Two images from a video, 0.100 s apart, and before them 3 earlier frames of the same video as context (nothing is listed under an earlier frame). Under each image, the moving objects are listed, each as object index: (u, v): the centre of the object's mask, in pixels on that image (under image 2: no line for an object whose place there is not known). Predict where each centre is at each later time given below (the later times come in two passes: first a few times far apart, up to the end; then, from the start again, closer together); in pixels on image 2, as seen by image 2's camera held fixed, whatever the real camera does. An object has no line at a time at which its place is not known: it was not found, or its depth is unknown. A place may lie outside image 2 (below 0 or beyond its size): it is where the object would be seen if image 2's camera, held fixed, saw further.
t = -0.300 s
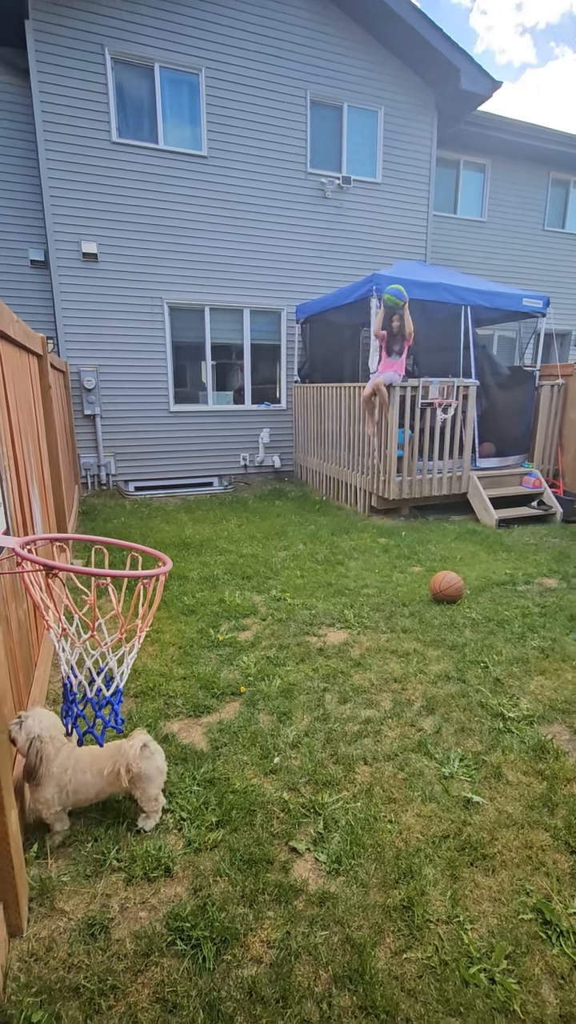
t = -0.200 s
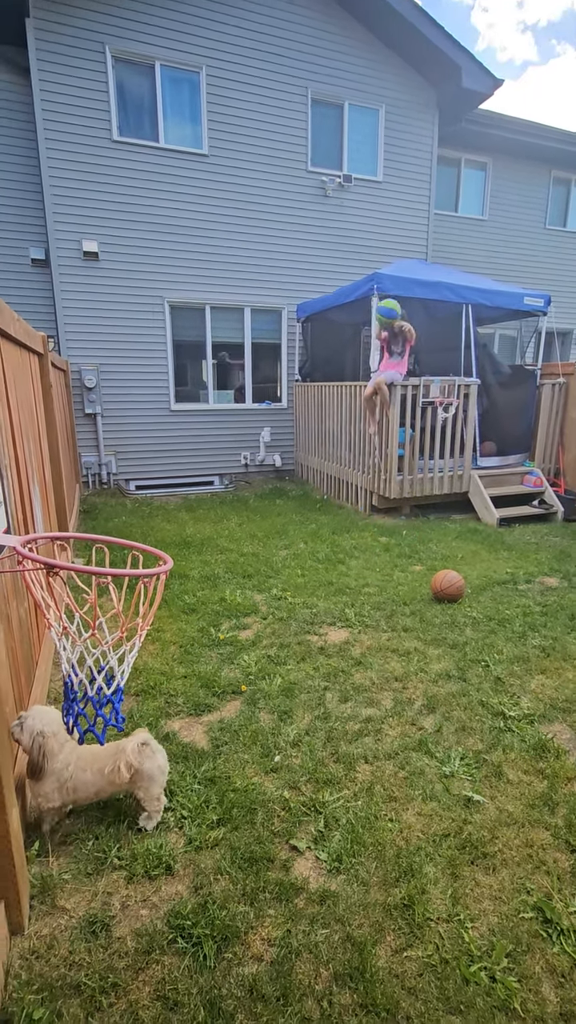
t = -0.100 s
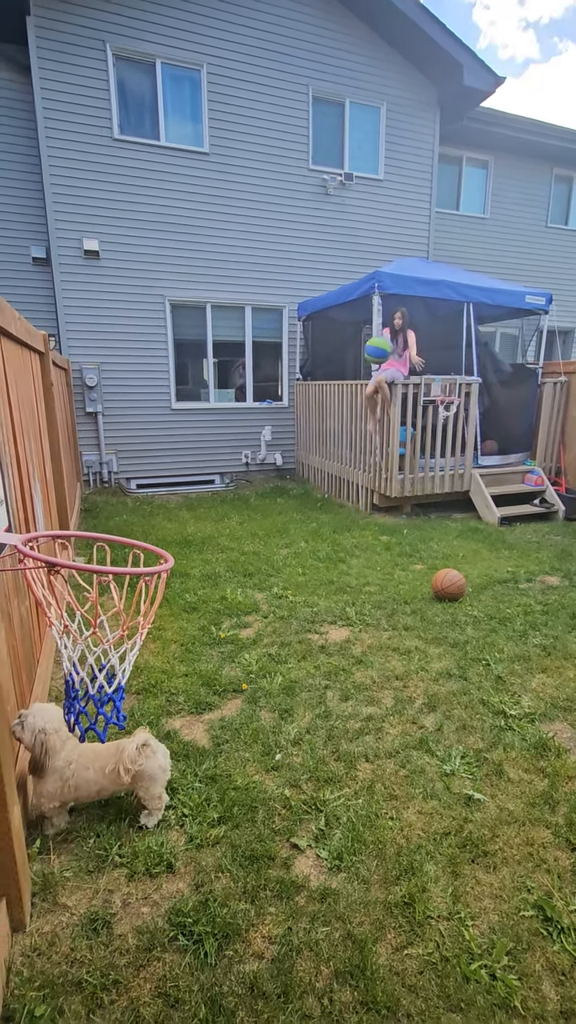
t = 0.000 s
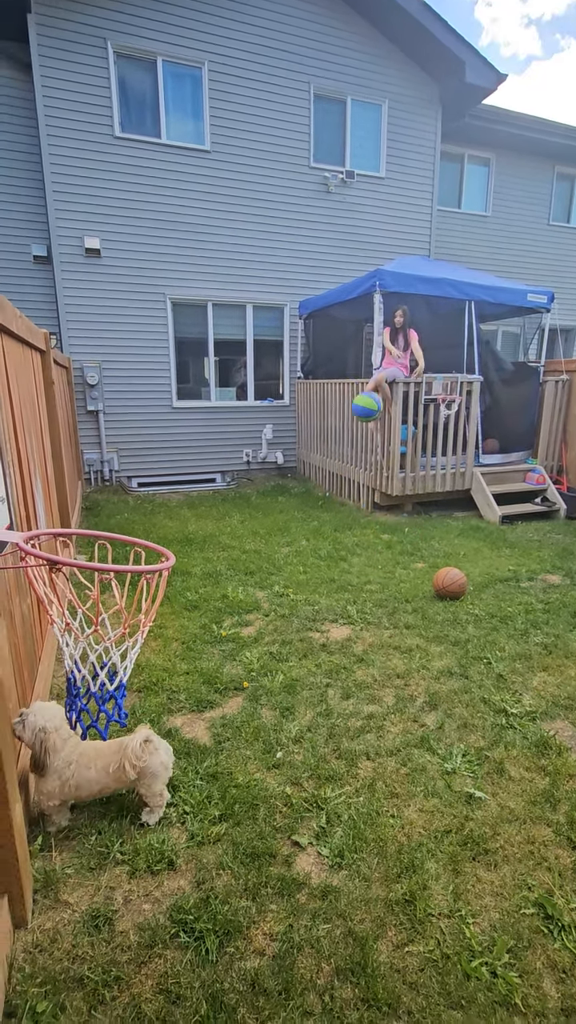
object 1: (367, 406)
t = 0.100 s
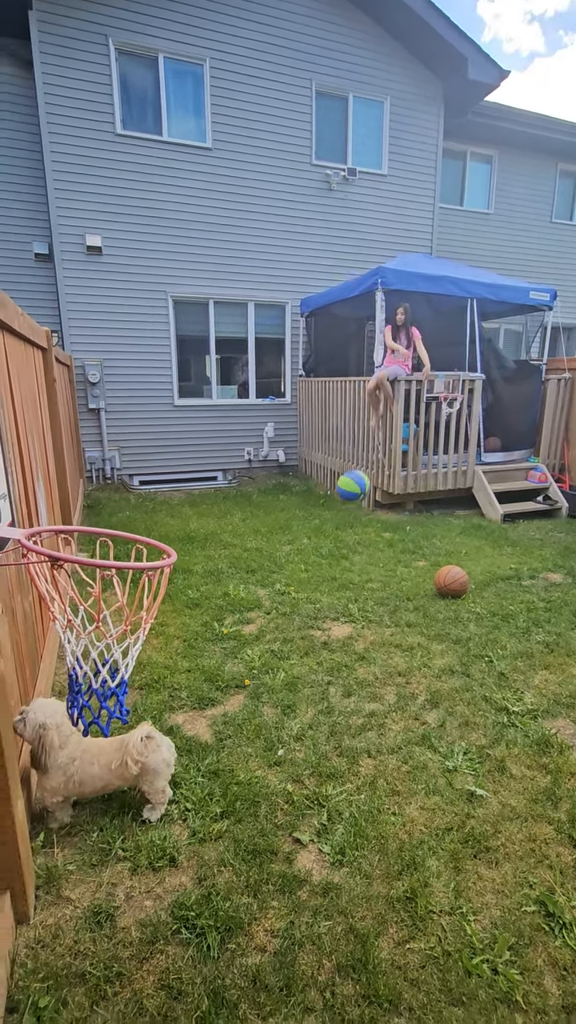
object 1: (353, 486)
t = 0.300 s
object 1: (332, 541)
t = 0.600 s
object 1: (317, 384)
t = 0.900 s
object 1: (287, 372)
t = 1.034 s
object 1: (267, 468)
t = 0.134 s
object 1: (347, 520)
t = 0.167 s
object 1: (341, 557)
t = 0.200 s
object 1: (334, 598)
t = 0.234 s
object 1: (334, 583)
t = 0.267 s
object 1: (333, 563)
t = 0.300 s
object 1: (332, 541)
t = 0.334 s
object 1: (331, 521)
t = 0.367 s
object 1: (329, 501)
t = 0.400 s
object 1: (328, 482)
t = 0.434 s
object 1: (326, 463)
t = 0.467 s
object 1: (324, 445)
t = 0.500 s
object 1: (322, 429)
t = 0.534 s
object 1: (321, 413)
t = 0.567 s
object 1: (319, 398)
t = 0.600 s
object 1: (317, 384)
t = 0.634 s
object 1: (315, 373)
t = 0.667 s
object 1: (311, 363)
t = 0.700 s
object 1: (308, 356)
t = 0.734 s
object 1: (306, 351)
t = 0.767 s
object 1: (302, 349)
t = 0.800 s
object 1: (299, 349)
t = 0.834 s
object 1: (295, 353)
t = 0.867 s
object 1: (291, 361)
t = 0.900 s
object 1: (287, 372)
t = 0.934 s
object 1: (283, 388)
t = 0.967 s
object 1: (278, 409)
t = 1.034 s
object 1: (267, 468)
